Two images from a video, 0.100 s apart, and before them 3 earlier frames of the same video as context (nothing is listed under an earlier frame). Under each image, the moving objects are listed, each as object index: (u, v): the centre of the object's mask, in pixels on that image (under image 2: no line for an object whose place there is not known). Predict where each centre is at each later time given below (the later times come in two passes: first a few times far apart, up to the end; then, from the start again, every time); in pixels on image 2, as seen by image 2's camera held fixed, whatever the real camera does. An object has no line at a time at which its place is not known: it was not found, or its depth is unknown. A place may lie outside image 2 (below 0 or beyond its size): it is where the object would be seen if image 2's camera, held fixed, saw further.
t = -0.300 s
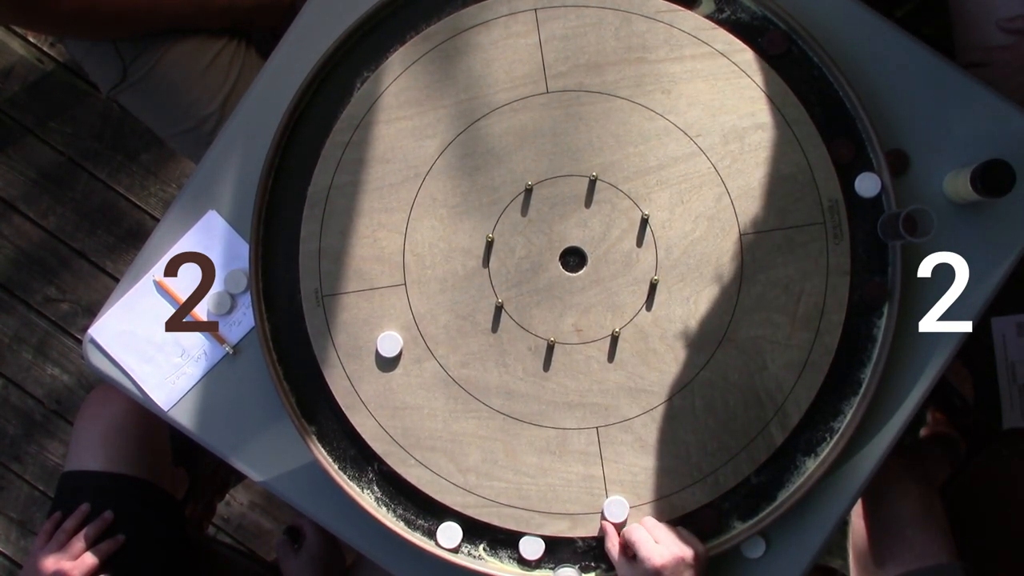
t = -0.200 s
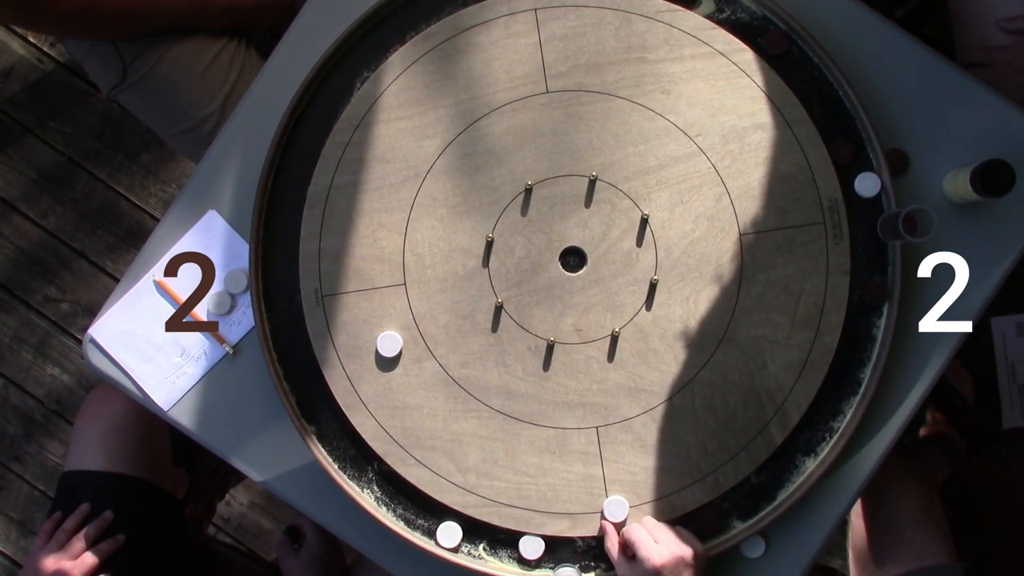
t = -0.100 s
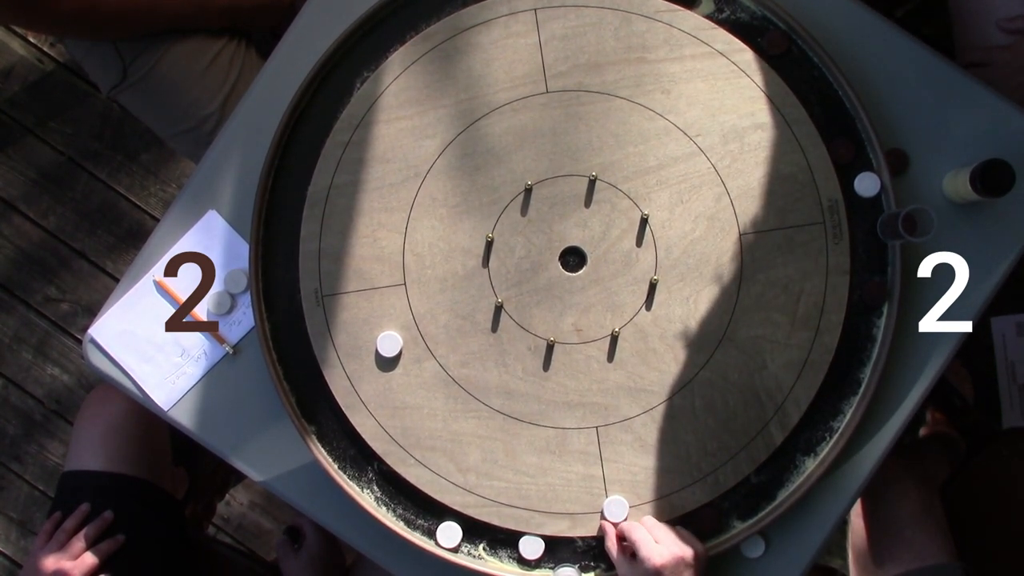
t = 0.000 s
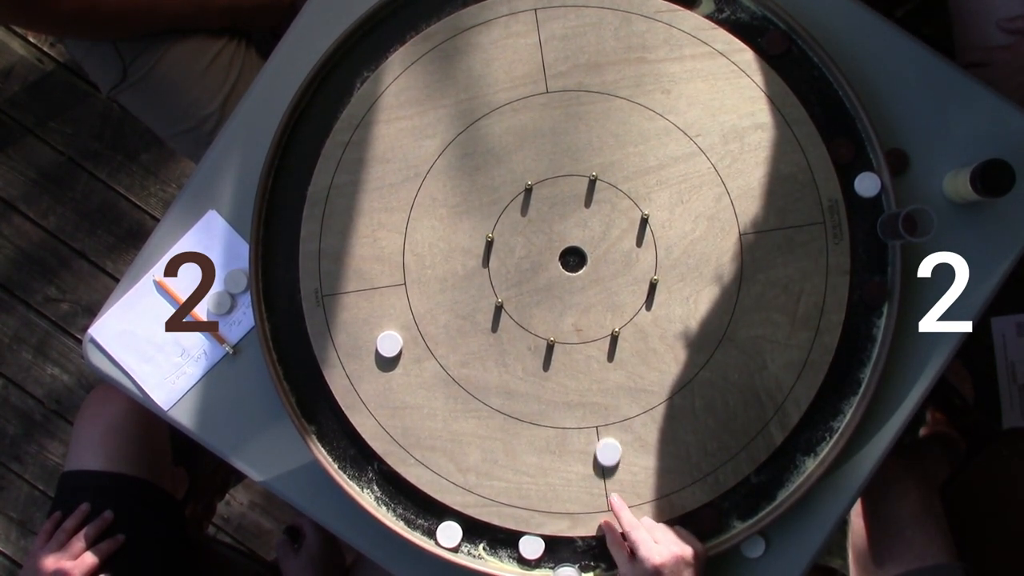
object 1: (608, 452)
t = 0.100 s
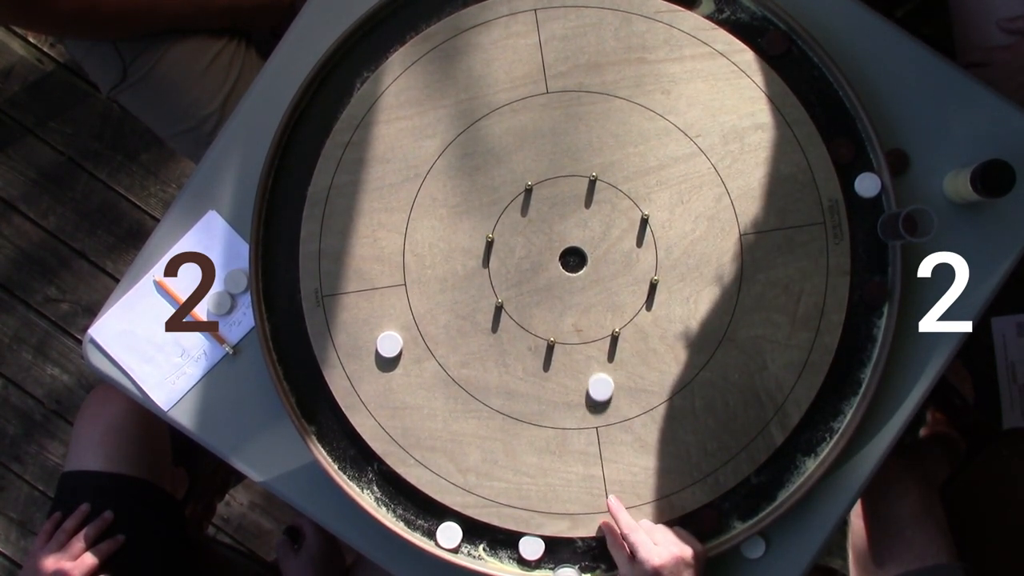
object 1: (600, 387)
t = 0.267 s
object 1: (590, 293)
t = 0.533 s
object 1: (579, 200)
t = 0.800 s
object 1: (571, 183)
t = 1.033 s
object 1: (573, 184)
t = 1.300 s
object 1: (573, 185)
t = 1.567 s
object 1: (573, 185)
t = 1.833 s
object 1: (573, 185)
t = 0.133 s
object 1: (598, 366)
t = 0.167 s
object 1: (596, 346)
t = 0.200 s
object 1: (594, 327)
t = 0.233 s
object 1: (592, 309)
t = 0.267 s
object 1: (590, 293)
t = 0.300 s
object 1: (588, 277)
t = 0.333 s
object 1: (587, 263)
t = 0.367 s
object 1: (585, 249)
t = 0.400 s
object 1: (584, 237)
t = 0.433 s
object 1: (583, 226)
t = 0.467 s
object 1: (581, 216)
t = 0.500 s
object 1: (580, 207)
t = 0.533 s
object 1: (579, 200)
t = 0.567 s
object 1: (579, 193)
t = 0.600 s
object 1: (578, 187)
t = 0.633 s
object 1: (575, 185)
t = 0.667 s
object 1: (573, 184)
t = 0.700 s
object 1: (572, 184)
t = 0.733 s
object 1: (571, 184)
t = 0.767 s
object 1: (571, 183)
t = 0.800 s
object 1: (571, 183)
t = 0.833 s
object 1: (572, 183)
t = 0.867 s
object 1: (572, 184)
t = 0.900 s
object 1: (572, 184)
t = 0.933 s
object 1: (572, 184)
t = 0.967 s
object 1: (572, 184)
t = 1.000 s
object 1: (572, 184)
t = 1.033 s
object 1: (573, 184)
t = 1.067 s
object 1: (573, 184)
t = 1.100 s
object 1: (573, 185)
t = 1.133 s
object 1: (573, 185)
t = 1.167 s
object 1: (573, 185)
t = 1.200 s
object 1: (573, 185)
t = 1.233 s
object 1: (573, 185)
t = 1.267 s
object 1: (574, 185)
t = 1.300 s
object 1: (573, 185)
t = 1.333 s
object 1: (572, 185)
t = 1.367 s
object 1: (572, 185)
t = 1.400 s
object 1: (573, 185)
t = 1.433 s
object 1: (573, 185)
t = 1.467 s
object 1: (573, 185)
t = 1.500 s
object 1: (573, 185)
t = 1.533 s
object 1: (573, 185)
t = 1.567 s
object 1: (573, 185)
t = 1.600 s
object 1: (573, 185)
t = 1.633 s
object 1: (573, 185)
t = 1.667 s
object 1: (573, 185)
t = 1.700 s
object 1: (573, 185)
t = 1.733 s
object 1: (573, 185)
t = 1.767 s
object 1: (573, 185)
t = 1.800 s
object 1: (573, 185)
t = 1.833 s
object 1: (573, 185)
